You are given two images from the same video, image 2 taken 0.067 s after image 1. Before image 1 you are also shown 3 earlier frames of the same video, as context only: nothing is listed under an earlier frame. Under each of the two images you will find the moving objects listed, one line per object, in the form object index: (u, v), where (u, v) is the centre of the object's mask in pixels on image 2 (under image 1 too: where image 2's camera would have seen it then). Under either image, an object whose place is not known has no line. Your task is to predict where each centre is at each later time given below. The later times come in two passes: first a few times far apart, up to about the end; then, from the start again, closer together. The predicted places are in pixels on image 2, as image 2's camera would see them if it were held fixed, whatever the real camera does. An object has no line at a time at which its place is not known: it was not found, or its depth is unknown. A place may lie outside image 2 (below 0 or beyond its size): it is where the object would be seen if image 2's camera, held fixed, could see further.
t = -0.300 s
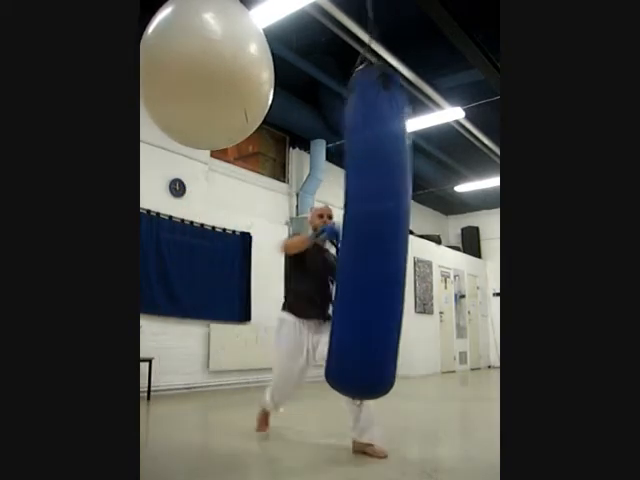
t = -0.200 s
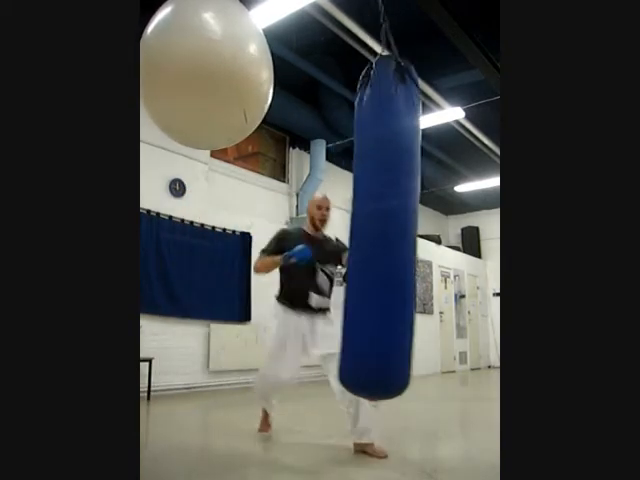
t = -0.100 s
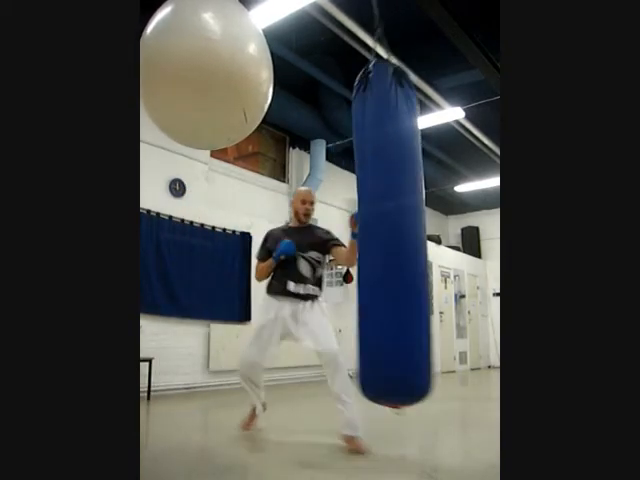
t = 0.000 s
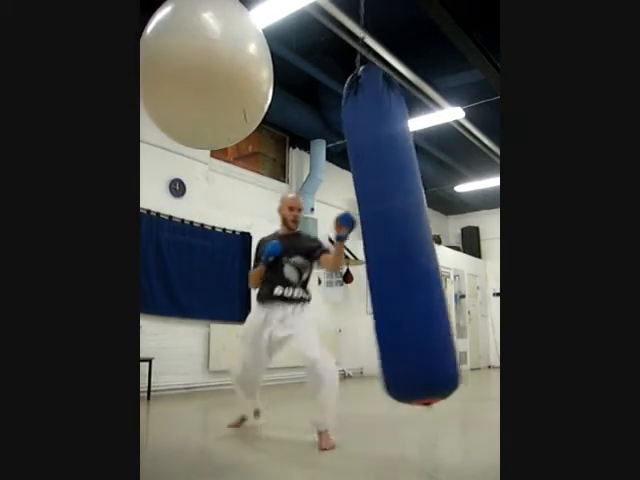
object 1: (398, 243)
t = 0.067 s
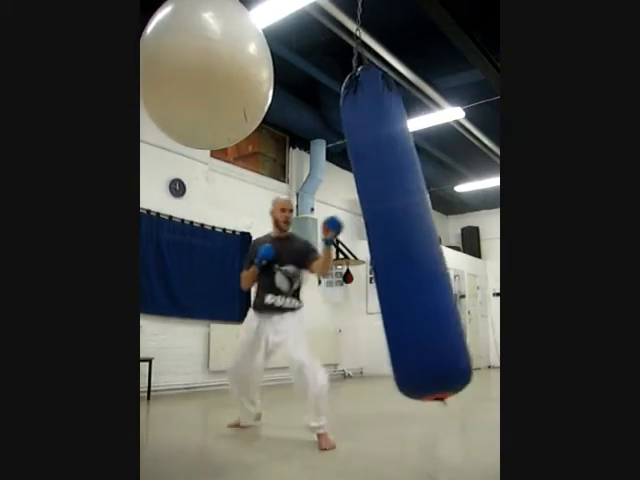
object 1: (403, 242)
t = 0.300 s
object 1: (420, 238)
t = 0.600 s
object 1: (416, 242)
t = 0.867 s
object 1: (397, 241)
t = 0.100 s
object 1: (406, 242)
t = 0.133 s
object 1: (408, 242)
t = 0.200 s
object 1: (414, 244)
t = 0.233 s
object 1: (416, 243)
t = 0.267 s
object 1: (418, 241)
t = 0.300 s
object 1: (420, 238)
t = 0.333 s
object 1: (421, 235)
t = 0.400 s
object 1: (422, 232)
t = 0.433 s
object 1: (422, 232)
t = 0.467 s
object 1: (421, 233)
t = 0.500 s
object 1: (421, 236)
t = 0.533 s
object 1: (419, 238)
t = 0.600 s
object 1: (416, 242)
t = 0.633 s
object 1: (414, 242)
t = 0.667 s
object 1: (411, 242)
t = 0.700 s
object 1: (409, 242)
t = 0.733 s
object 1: (407, 242)
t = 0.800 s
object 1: (402, 242)
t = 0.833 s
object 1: (399, 242)
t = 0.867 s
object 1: (397, 241)
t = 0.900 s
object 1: (394, 239)
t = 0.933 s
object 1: (391, 236)
